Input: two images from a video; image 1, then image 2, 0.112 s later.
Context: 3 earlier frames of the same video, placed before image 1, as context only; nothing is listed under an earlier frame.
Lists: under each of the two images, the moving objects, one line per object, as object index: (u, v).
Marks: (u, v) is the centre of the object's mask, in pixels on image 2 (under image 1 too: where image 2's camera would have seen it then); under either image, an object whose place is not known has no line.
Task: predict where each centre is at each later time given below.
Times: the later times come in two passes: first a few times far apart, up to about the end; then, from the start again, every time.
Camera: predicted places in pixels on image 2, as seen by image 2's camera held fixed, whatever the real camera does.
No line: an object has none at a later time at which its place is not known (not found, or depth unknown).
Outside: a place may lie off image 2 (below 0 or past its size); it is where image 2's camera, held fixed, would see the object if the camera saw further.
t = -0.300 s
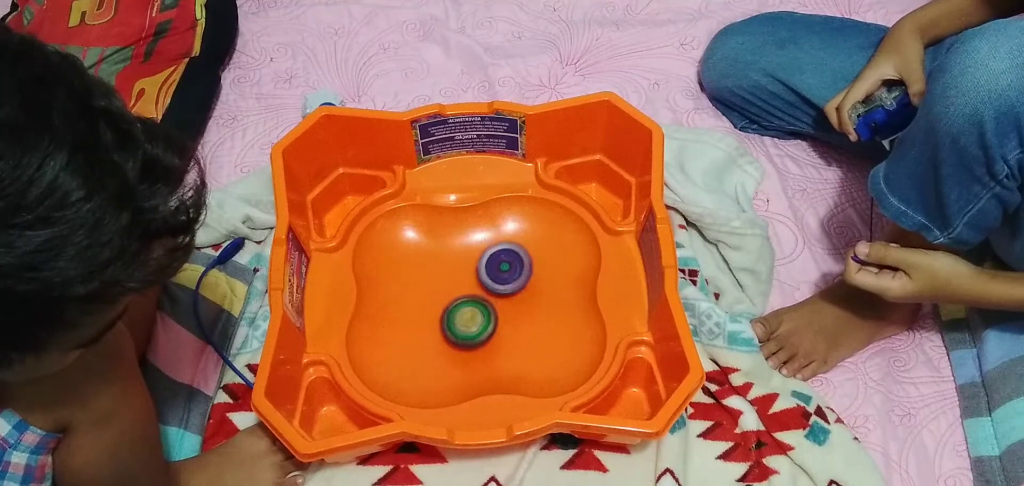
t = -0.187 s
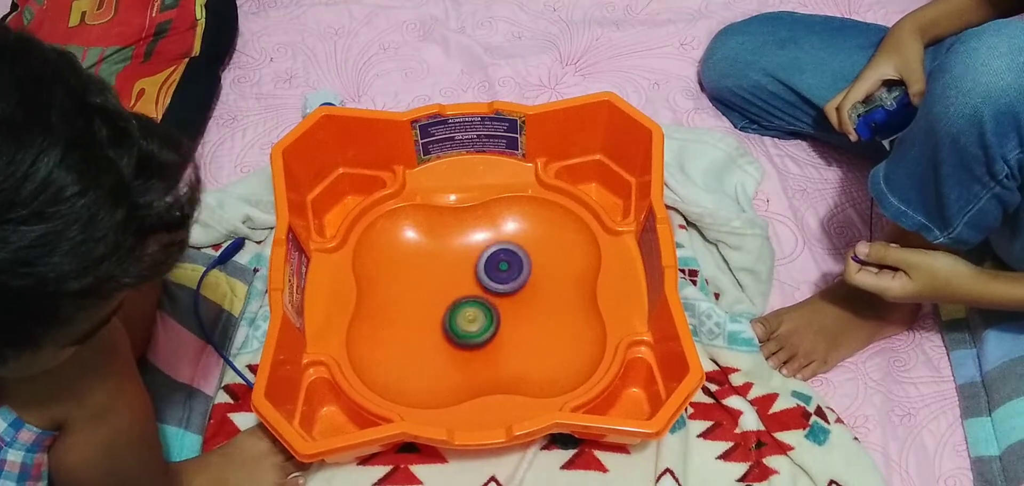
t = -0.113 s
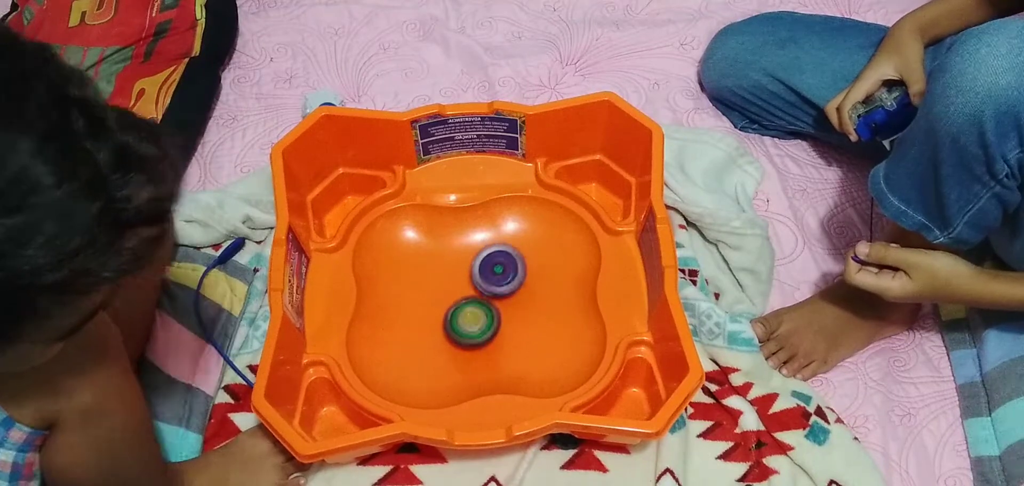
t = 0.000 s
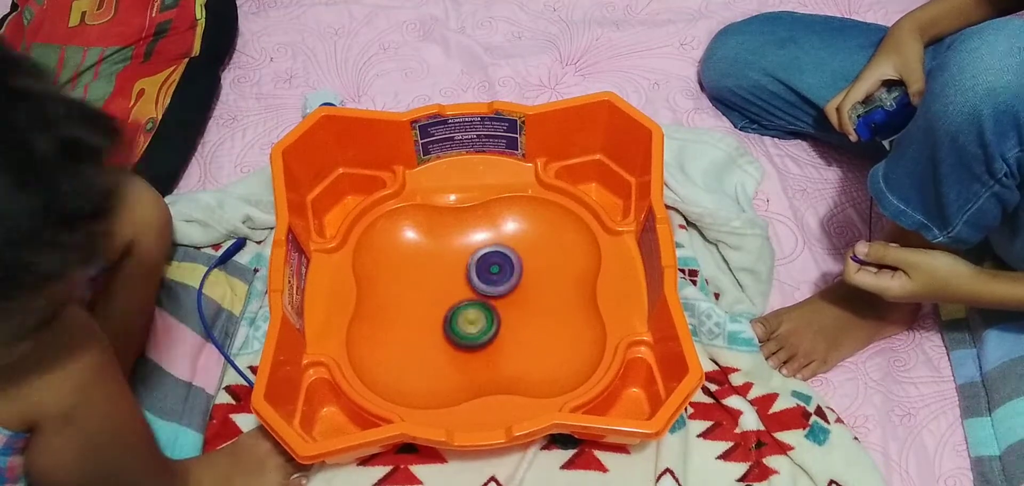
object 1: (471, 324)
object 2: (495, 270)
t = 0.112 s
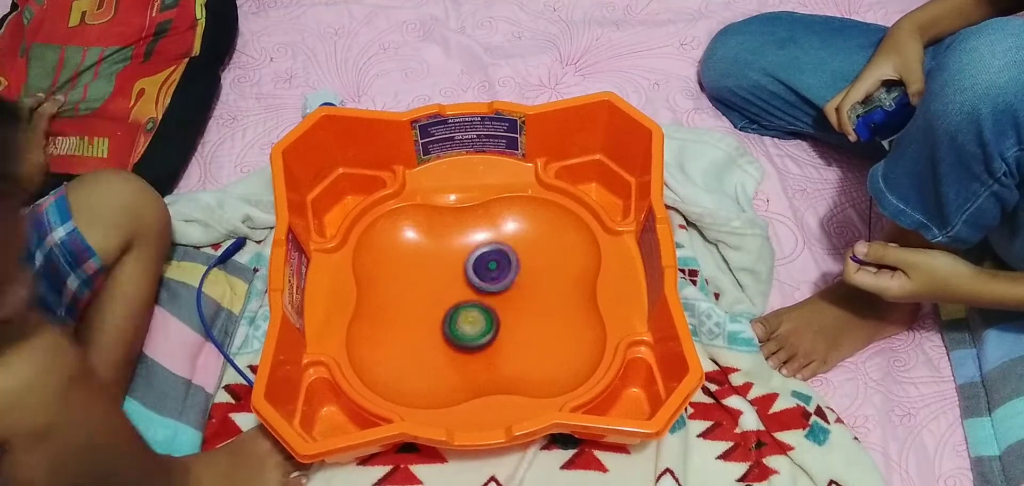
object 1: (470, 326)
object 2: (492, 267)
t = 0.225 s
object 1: (466, 326)
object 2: (497, 261)
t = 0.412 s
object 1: (469, 322)
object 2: (500, 262)
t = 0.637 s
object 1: (464, 323)
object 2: (500, 267)
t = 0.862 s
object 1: (466, 321)
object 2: (505, 273)
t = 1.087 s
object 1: (463, 321)
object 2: (508, 272)
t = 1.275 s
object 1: (466, 321)
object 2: (505, 278)
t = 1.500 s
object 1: (439, 339)
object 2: (513, 259)
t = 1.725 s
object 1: (440, 335)
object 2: (509, 257)
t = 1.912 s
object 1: (449, 321)
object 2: (505, 268)
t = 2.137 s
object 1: (464, 303)
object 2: (515, 279)
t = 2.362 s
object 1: (462, 305)
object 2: (519, 286)
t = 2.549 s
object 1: (451, 312)
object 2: (521, 279)
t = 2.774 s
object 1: (454, 314)
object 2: (498, 275)
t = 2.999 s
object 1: (438, 329)
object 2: (493, 264)
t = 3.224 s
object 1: (435, 337)
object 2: (503, 266)
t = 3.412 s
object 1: (446, 329)
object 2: (507, 291)
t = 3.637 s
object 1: (453, 313)
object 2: (519, 311)
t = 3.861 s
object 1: (467, 305)
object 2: (522, 318)
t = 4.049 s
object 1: (472, 293)
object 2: (515, 322)
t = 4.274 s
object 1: (470, 285)
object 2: (508, 322)
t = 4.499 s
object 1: (466, 281)
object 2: (501, 323)
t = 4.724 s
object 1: (462, 282)
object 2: (500, 324)
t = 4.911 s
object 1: (461, 286)
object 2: (500, 324)
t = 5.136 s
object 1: (459, 293)
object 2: (502, 326)
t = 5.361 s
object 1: (458, 293)
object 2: (502, 326)
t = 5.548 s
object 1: (460, 295)
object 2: (500, 324)
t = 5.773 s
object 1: (459, 295)
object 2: (499, 322)
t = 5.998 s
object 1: (459, 295)
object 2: (499, 322)
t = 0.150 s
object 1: (467, 328)
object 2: (495, 263)
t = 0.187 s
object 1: (466, 327)
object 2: (496, 261)
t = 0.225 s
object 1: (466, 326)
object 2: (497, 261)
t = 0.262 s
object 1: (467, 324)
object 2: (498, 259)
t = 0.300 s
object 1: (468, 324)
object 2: (498, 260)
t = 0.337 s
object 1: (468, 323)
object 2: (499, 260)
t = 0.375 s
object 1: (469, 322)
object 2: (499, 261)
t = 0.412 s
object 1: (469, 322)
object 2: (500, 262)
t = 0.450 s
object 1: (469, 322)
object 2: (500, 263)
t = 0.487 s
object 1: (470, 322)
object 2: (500, 266)
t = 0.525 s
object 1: (471, 320)
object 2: (498, 271)
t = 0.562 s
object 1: (470, 320)
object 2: (498, 270)
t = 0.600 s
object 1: (467, 322)
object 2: (498, 268)
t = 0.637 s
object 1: (464, 323)
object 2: (500, 267)
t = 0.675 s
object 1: (464, 322)
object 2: (501, 266)
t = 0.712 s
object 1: (464, 321)
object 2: (502, 267)
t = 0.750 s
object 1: (466, 321)
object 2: (504, 266)
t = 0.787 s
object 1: (466, 321)
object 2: (505, 269)
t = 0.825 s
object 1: (466, 322)
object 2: (504, 271)
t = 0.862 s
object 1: (466, 321)
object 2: (505, 273)
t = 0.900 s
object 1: (467, 321)
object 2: (505, 273)
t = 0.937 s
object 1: (467, 321)
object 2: (503, 276)
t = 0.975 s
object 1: (466, 322)
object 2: (505, 275)
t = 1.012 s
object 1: (463, 323)
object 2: (506, 274)
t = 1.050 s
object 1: (463, 322)
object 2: (508, 273)
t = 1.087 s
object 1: (463, 321)
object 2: (508, 272)
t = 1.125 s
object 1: (465, 322)
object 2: (509, 274)
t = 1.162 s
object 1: (465, 321)
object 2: (508, 274)
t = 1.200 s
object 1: (465, 321)
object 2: (508, 276)
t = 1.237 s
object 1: (466, 321)
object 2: (507, 277)
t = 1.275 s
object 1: (466, 321)
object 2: (505, 278)
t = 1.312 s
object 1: (466, 322)
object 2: (505, 278)
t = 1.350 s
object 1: (463, 324)
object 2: (505, 276)
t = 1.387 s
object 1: (455, 328)
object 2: (508, 272)
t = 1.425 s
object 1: (447, 333)
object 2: (512, 266)
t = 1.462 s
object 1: (441, 338)
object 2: (513, 261)
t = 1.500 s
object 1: (439, 339)
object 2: (513, 259)
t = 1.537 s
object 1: (438, 338)
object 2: (512, 259)
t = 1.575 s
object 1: (438, 338)
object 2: (513, 258)
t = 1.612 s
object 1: (438, 337)
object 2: (512, 257)
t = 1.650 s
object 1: (438, 336)
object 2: (511, 257)
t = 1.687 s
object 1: (439, 336)
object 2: (510, 258)
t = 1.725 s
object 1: (440, 335)
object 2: (509, 257)
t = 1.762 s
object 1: (441, 334)
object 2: (507, 259)
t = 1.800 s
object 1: (443, 330)
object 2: (506, 262)
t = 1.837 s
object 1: (444, 327)
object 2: (506, 264)
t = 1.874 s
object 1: (446, 324)
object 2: (506, 266)
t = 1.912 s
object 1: (449, 321)
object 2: (505, 268)
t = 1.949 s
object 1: (452, 317)
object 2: (506, 271)
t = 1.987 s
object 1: (456, 313)
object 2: (506, 273)
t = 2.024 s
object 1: (460, 310)
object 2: (506, 276)
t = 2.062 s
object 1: (462, 307)
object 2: (507, 277)
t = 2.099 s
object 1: (462, 303)
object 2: (512, 278)
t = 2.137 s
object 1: (464, 303)
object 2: (515, 279)
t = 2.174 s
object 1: (464, 304)
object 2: (516, 281)
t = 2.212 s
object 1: (464, 305)
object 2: (517, 283)
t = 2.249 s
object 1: (463, 306)
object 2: (518, 284)
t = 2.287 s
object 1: (462, 305)
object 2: (518, 285)
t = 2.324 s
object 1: (462, 305)
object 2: (518, 285)
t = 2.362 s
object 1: (462, 305)
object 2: (519, 286)
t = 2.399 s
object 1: (462, 305)
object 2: (520, 286)
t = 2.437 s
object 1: (458, 306)
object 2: (523, 284)
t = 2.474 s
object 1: (453, 310)
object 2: (525, 281)
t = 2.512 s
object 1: (452, 312)
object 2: (524, 280)
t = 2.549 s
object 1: (451, 312)
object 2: (521, 279)
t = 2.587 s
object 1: (451, 313)
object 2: (520, 279)
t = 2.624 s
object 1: (451, 313)
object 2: (517, 278)
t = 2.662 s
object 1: (451, 312)
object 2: (514, 277)
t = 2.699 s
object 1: (452, 313)
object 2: (511, 277)
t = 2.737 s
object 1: (453, 314)
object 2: (502, 276)
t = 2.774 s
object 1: (454, 314)
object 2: (498, 275)
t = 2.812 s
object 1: (454, 315)
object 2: (492, 275)
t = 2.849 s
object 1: (454, 315)
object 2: (489, 275)
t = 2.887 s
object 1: (454, 315)
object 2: (486, 275)
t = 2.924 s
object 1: (448, 318)
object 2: (485, 272)
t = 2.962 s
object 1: (442, 324)
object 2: (488, 268)
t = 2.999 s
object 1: (438, 329)
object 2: (493, 264)
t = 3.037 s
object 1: (434, 332)
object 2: (494, 260)
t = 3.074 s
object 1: (433, 336)
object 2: (497, 261)
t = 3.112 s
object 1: (433, 338)
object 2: (500, 261)
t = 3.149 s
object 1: (434, 338)
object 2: (502, 262)
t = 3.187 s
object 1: (434, 338)
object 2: (502, 263)
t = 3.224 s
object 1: (435, 337)
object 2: (503, 266)
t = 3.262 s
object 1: (437, 336)
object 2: (504, 269)
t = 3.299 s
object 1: (440, 335)
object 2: (504, 273)
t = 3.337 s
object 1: (441, 333)
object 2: (506, 277)
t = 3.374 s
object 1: (445, 331)
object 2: (507, 286)
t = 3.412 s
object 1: (446, 329)
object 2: (507, 291)
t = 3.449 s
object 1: (449, 326)
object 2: (507, 296)
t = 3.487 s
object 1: (452, 323)
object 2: (507, 300)
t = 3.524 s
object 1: (455, 321)
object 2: (507, 303)
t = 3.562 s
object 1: (453, 318)
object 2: (512, 307)
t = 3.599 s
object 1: (451, 315)
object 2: (516, 308)
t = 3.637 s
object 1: (453, 313)
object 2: (519, 311)
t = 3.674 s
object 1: (456, 311)
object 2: (522, 313)
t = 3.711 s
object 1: (460, 309)
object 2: (524, 316)
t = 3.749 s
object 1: (463, 308)
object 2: (526, 318)
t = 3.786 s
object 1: (465, 307)
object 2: (525, 318)
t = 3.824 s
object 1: (466, 306)
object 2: (523, 318)
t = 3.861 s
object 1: (467, 305)
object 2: (522, 318)
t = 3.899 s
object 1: (465, 301)
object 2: (524, 318)
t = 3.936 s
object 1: (465, 298)
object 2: (524, 319)
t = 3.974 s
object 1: (468, 296)
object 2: (523, 321)
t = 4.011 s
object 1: (471, 295)
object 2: (520, 322)
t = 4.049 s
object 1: (472, 293)
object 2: (515, 322)
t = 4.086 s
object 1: (472, 292)
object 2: (514, 322)
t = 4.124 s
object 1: (472, 290)
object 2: (514, 322)
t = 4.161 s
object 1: (472, 288)
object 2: (513, 323)
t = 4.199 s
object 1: (471, 287)
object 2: (511, 322)
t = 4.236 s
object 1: (471, 286)
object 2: (509, 322)
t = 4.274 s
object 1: (470, 285)
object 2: (508, 322)
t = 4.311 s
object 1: (469, 283)
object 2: (506, 322)
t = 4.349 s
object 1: (467, 283)
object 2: (503, 323)
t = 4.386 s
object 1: (467, 283)
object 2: (502, 323)
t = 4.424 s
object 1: (467, 282)
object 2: (501, 322)
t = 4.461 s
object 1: (467, 281)
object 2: (501, 322)
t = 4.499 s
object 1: (466, 281)
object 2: (501, 323)
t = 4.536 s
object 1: (466, 281)
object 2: (501, 323)
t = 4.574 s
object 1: (467, 281)
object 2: (500, 323)
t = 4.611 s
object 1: (466, 281)
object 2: (499, 322)
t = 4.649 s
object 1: (465, 281)
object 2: (499, 322)
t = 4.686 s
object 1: (463, 282)
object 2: (499, 323)
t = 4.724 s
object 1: (462, 282)
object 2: (500, 324)
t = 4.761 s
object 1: (462, 281)
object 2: (501, 325)
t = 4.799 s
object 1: (462, 282)
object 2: (501, 325)
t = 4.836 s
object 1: (462, 283)
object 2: (501, 325)
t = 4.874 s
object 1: (462, 284)
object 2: (501, 325)
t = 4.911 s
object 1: (461, 286)
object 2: (500, 324)
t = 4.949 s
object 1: (461, 287)
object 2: (500, 325)
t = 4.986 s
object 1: (461, 288)
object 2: (501, 325)
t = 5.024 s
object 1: (460, 291)
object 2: (501, 325)
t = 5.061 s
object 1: (460, 291)
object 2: (501, 326)
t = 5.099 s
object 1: (459, 292)
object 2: (502, 326)
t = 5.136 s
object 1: (459, 293)
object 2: (502, 326)
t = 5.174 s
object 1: (459, 293)
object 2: (501, 325)
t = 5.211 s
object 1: (458, 294)
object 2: (501, 325)
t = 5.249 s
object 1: (458, 294)
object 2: (501, 325)
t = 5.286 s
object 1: (458, 294)
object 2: (501, 325)
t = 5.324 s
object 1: (458, 293)
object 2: (502, 325)
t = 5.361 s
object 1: (458, 293)
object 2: (502, 326)
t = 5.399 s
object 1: (458, 294)
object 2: (502, 326)
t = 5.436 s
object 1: (459, 294)
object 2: (502, 326)
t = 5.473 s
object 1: (459, 294)
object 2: (501, 326)
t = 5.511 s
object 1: (459, 294)
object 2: (501, 325)
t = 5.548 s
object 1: (460, 295)
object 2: (500, 324)
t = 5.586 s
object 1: (459, 295)
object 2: (500, 323)
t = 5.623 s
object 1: (459, 295)
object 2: (499, 323)
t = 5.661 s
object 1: (459, 295)
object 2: (499, 323)
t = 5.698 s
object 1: (459, 295)
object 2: (499, 323)
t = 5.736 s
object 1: (459, 295)
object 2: (499, 323)
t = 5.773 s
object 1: (459, 295)
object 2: (499, 322)
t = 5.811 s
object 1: (459, 295)
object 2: (499, 322)
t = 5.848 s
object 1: (459, 295)
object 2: (499, 322)
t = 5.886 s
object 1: (459, 295)
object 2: (499, 322)
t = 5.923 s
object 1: (459, 295)
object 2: (499, 322)
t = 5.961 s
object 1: (459, 295)
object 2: (499, 322)
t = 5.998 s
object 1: (459, 295)
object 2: (499, 322)
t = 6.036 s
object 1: (459, 295)
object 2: (499, 322)
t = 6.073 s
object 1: (459, 295)
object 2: (499, 322)
